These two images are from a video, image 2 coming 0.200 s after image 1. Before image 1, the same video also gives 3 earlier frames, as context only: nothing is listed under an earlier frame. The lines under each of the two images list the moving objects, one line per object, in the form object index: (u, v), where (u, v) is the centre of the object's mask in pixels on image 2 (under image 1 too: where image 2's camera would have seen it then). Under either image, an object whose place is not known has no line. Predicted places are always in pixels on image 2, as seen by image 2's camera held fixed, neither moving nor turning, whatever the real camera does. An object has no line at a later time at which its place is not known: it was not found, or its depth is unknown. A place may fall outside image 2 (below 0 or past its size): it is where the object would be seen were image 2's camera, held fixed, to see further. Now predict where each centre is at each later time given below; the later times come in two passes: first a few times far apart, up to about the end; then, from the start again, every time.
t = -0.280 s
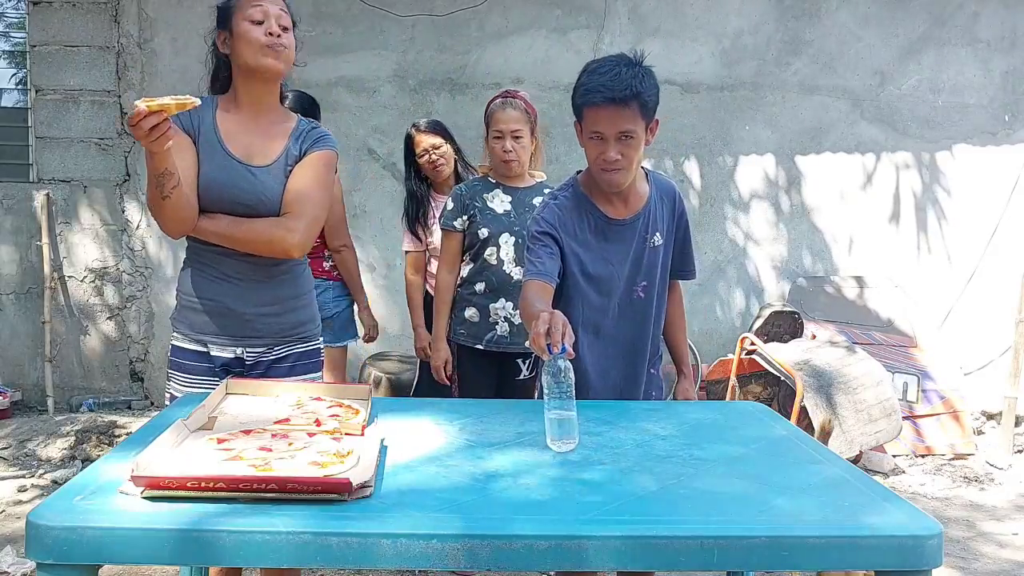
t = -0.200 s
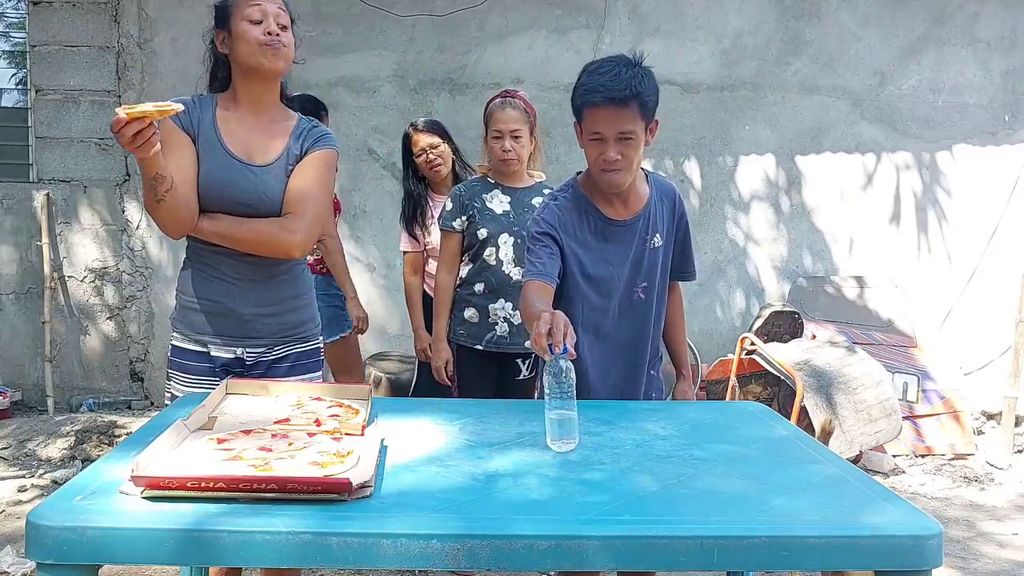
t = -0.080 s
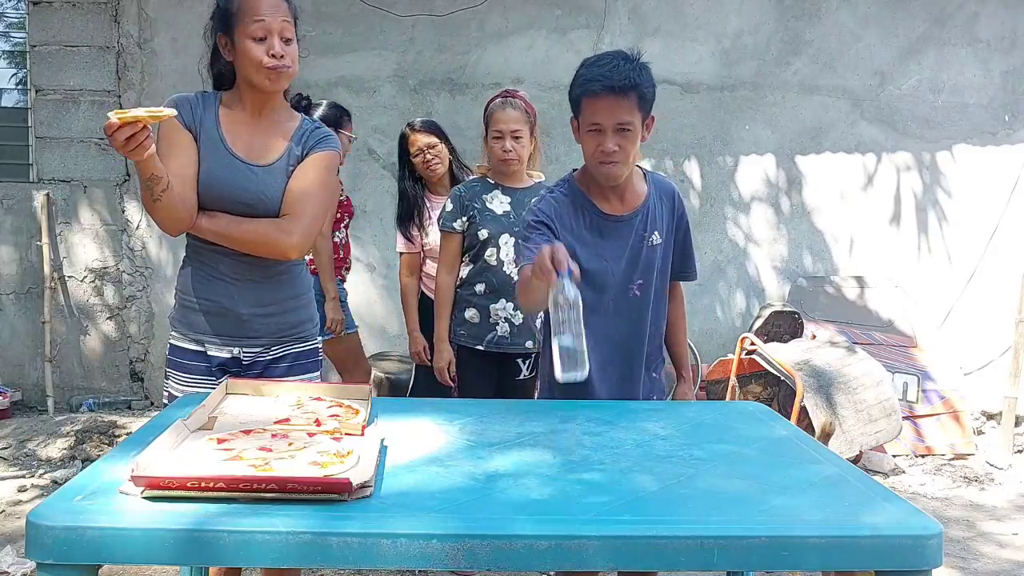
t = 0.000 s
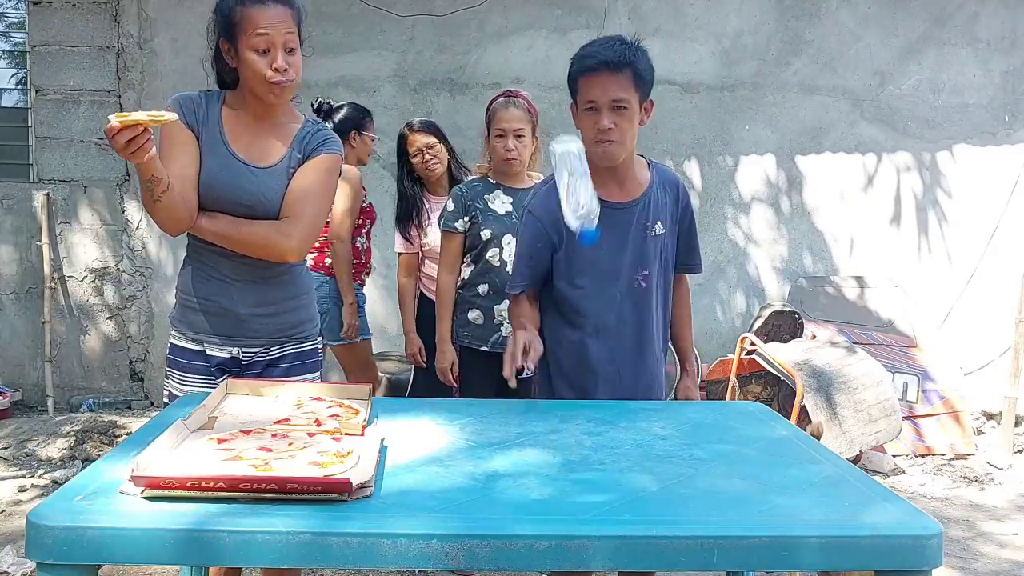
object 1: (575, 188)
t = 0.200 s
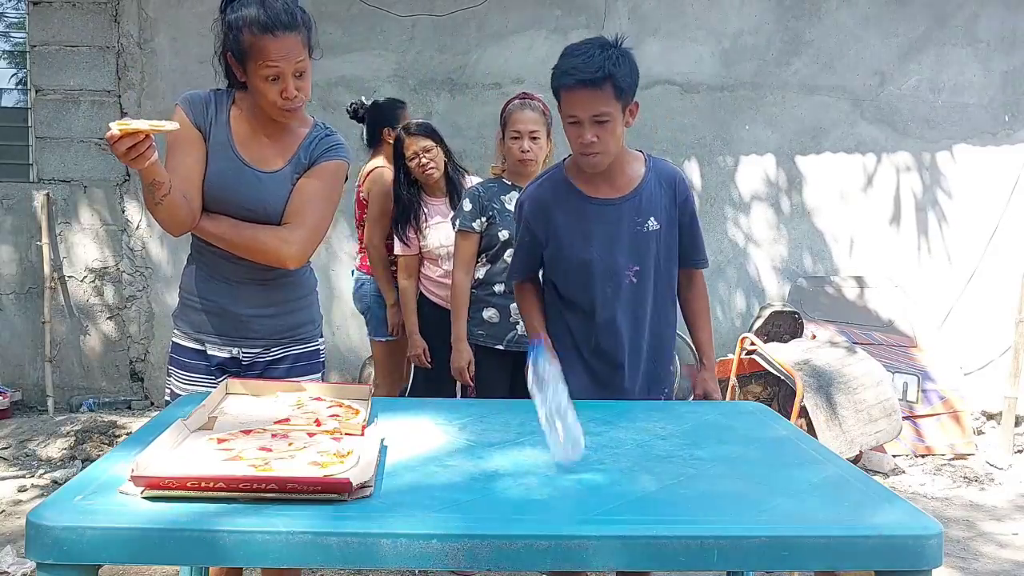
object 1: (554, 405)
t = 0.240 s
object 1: (549, 444)
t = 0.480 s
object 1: (550, 449)
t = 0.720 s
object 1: (549, 449)
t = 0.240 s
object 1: (549, 444)
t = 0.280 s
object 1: (550, 448)
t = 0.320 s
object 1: (546, 449)
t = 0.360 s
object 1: (547, 449)
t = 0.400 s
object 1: (549, 449)
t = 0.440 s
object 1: (549, 449)
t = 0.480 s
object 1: (550, 449)
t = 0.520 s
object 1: (549, 449)
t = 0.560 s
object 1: (549, 449)
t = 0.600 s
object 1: (549, 449)
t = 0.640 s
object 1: (550, 449)
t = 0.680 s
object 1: (550, 449)
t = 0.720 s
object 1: (549, 449)
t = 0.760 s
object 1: (549, 449)
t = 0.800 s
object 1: (549, 449)
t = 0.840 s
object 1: (550, 449)
